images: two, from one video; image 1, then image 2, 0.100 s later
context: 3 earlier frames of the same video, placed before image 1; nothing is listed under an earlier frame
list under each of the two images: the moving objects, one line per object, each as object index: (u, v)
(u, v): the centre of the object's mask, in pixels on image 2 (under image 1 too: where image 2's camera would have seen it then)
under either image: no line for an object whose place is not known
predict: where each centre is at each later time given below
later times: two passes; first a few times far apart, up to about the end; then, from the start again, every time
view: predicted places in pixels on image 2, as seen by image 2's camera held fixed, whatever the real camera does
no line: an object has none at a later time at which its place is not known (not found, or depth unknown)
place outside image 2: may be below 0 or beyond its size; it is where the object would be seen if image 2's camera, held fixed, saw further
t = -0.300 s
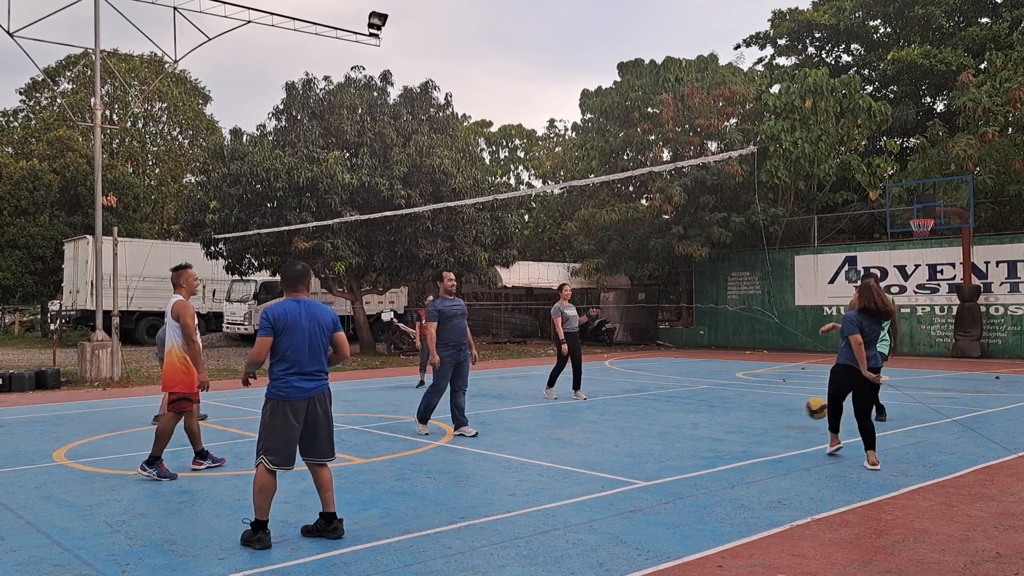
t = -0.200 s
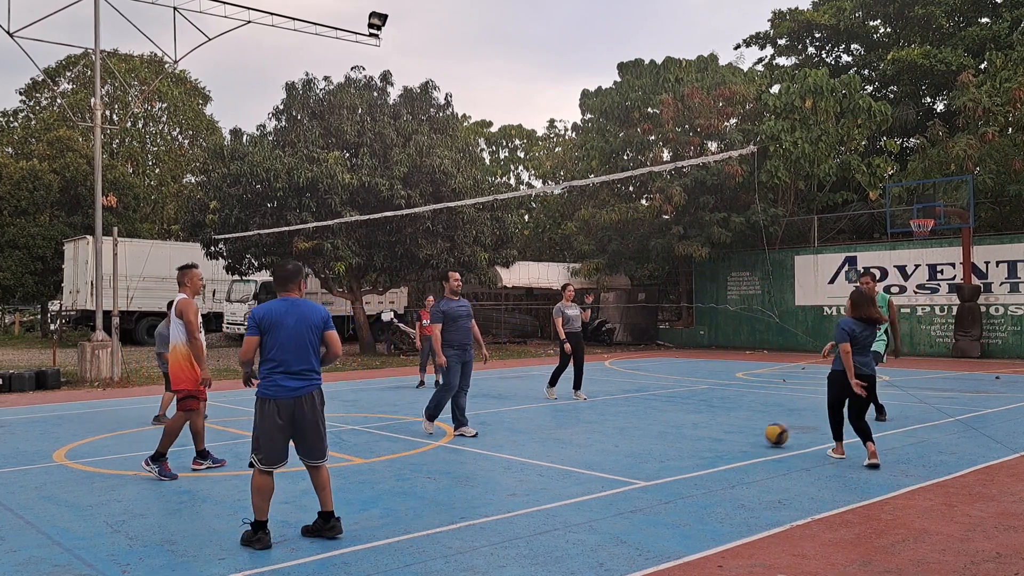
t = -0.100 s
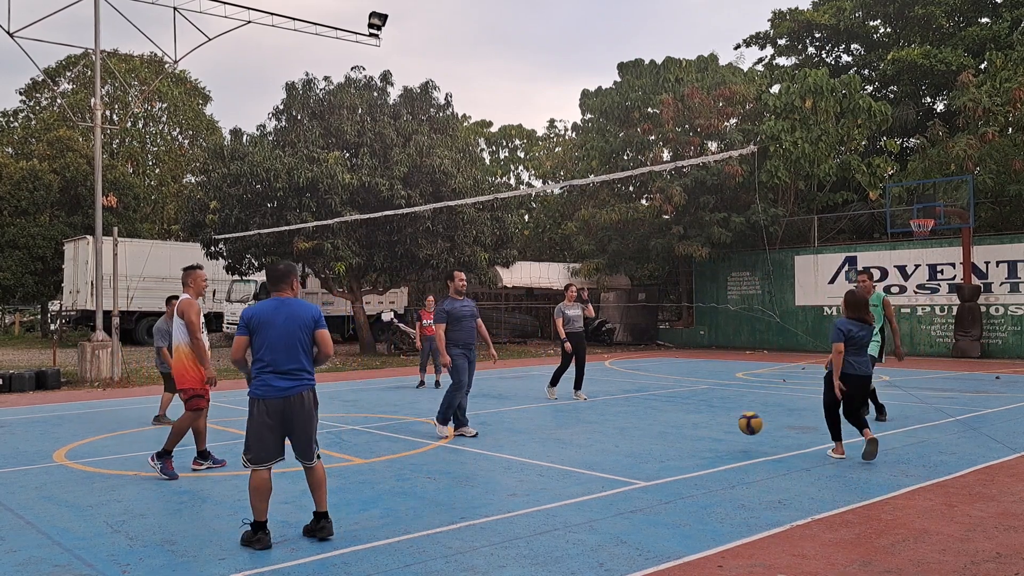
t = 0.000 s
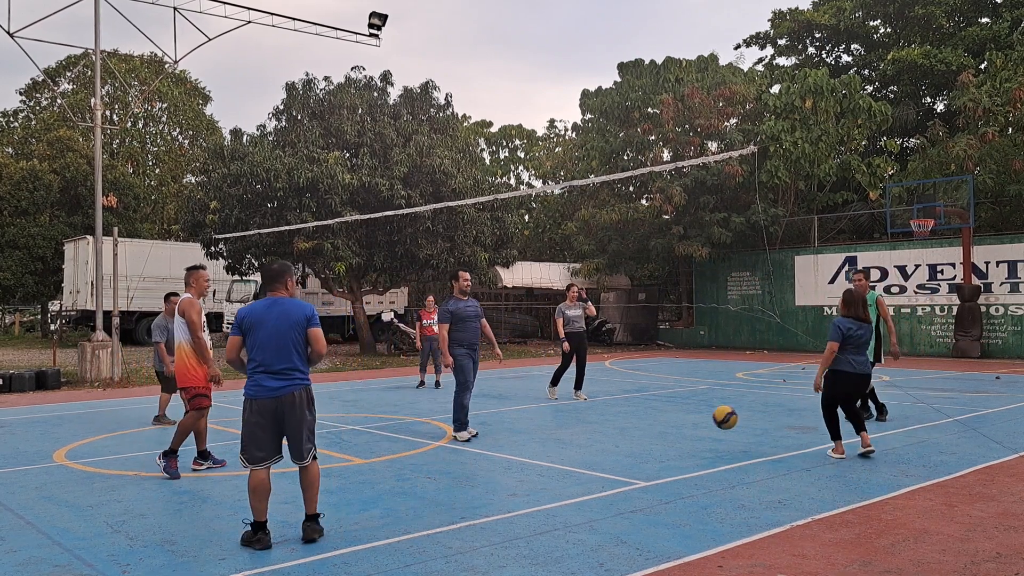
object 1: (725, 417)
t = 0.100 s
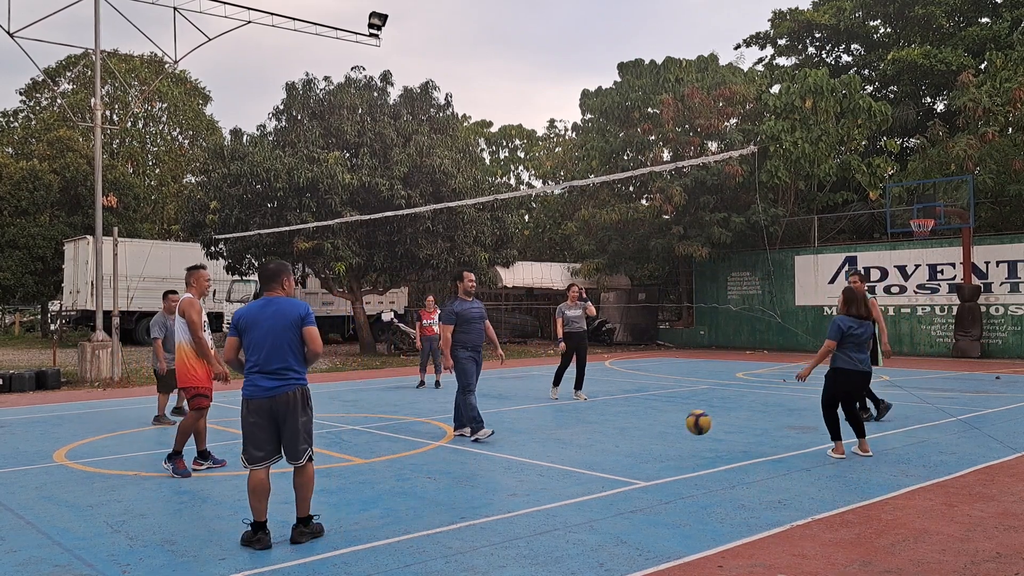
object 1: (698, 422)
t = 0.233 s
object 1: (661, 449)
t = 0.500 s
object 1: (583, 443)
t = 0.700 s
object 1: (518, 474)
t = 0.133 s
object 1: (689, 427)
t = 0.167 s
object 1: (680, 433)
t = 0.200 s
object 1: (670, 440)
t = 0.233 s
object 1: (661, 449)
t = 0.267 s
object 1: (651, 456)
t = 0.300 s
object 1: (642, 450)
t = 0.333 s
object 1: (632, 446)
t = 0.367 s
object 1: (623, 442)
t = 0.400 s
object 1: (613, 440)
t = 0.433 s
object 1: (604, 439)
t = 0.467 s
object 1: (593, 441)
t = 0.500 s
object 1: (583, 443)
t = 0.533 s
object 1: (573, 447)
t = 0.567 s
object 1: (562, 452)
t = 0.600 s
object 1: (551, 459)
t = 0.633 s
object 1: (541, 468)
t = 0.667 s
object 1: (529, 478)
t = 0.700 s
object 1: (518, 474)
